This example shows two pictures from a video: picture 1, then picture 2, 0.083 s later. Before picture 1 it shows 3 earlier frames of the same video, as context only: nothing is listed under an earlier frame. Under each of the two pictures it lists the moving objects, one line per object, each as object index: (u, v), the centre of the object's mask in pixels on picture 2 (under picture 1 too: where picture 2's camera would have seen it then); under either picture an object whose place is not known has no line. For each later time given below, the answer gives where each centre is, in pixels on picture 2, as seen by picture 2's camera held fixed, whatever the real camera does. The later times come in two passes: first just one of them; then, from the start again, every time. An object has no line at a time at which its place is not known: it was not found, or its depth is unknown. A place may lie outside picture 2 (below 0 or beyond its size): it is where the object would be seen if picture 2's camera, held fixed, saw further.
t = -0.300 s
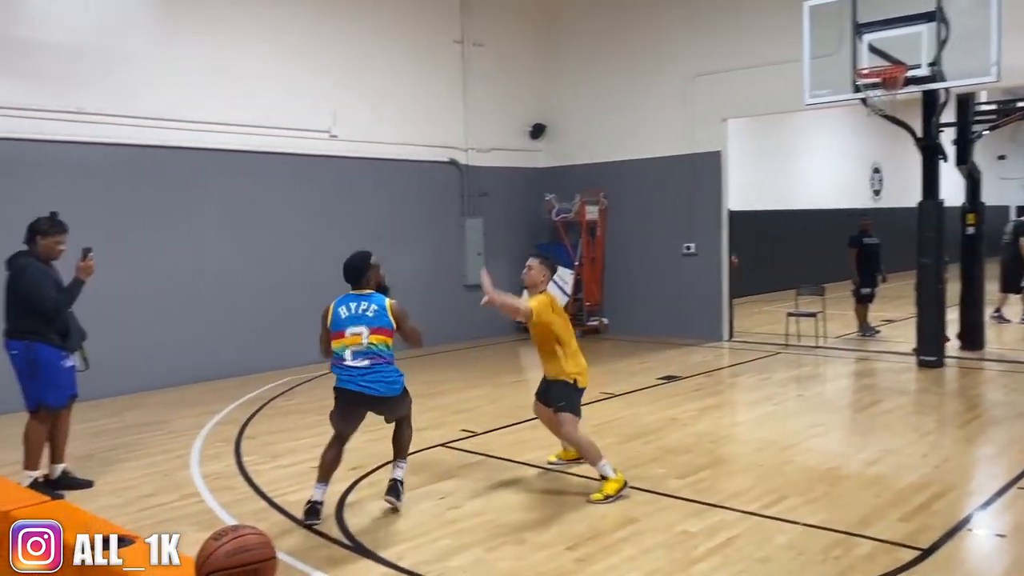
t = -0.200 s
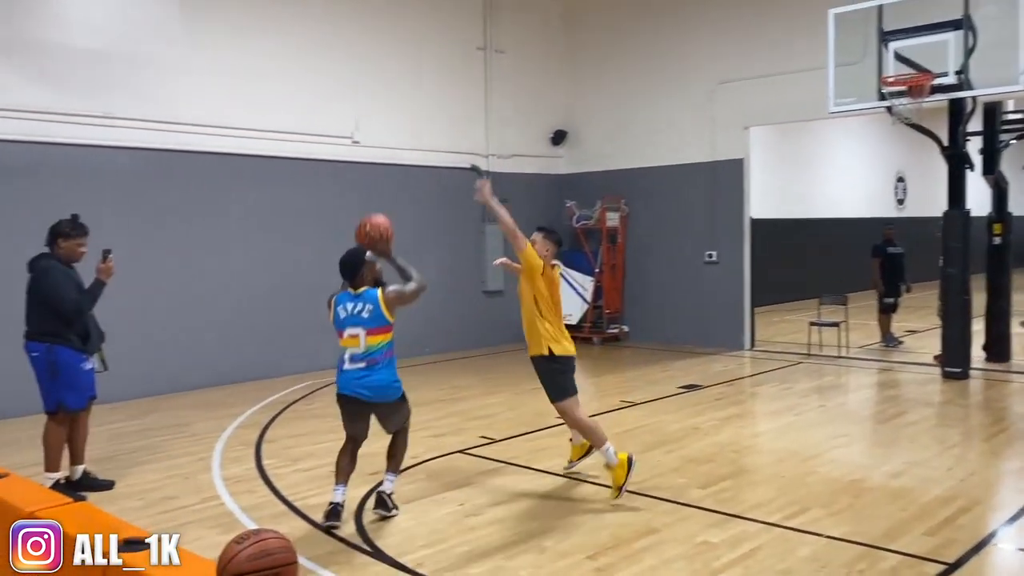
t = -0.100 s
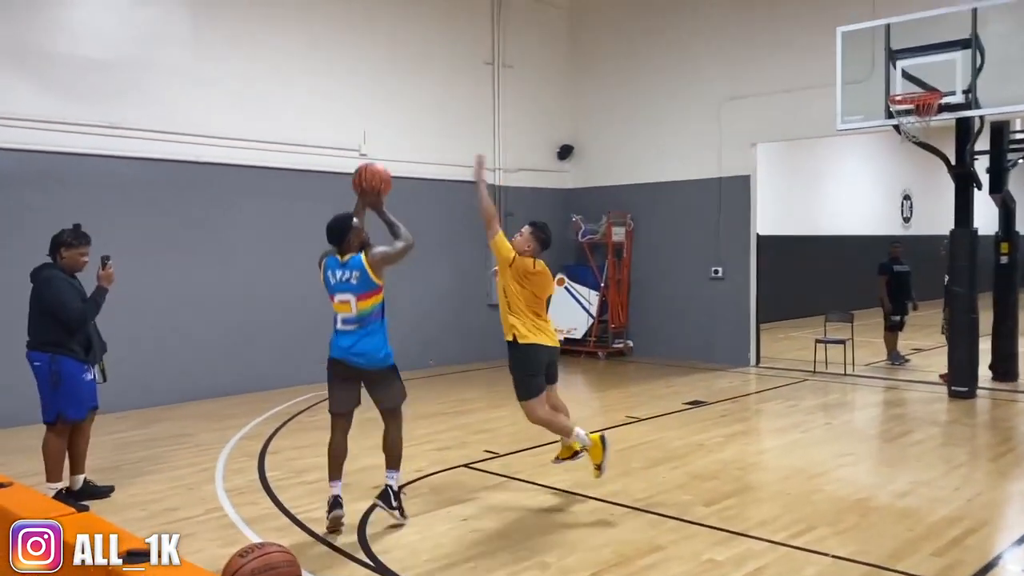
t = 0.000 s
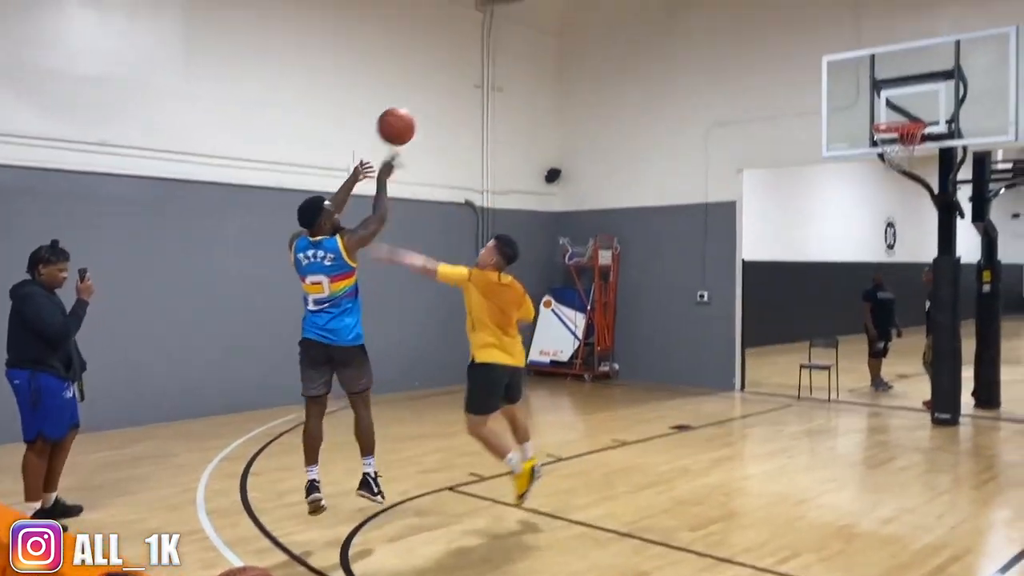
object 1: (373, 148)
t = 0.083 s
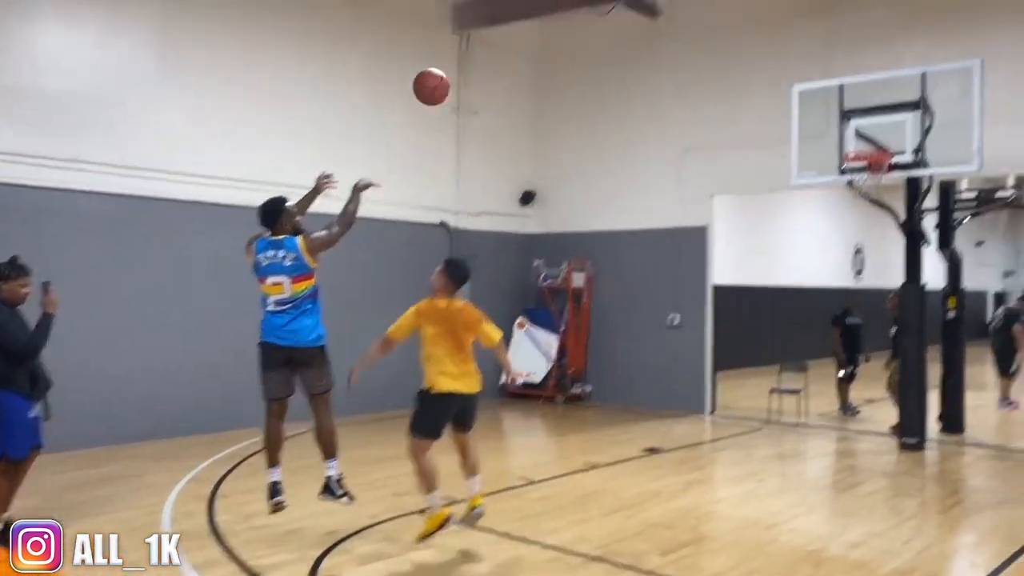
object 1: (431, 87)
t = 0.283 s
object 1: (553, -2)
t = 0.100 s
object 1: (443, 77)
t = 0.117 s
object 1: (453, 67)
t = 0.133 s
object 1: (464, 58)
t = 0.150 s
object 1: (475, 49)
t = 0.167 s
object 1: (485, 41)
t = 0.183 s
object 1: (496, 34)
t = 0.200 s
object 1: (506, 26)
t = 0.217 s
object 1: (516, 20)
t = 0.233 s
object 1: (526, 14)
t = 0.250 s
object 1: (535, 8)
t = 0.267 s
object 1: (545, 3)
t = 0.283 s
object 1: (553, -2)
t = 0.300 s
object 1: (562, -6)
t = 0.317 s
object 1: (571, -9)
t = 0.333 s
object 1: (580, -13)
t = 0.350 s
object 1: (589, -16)
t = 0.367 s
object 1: (597, -18)
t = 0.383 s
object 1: (605, -20)
